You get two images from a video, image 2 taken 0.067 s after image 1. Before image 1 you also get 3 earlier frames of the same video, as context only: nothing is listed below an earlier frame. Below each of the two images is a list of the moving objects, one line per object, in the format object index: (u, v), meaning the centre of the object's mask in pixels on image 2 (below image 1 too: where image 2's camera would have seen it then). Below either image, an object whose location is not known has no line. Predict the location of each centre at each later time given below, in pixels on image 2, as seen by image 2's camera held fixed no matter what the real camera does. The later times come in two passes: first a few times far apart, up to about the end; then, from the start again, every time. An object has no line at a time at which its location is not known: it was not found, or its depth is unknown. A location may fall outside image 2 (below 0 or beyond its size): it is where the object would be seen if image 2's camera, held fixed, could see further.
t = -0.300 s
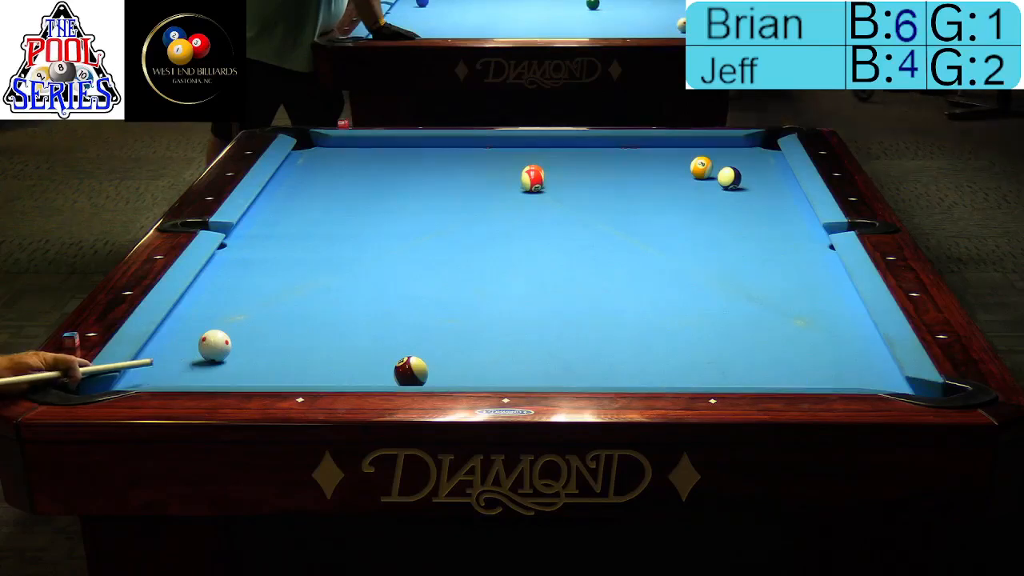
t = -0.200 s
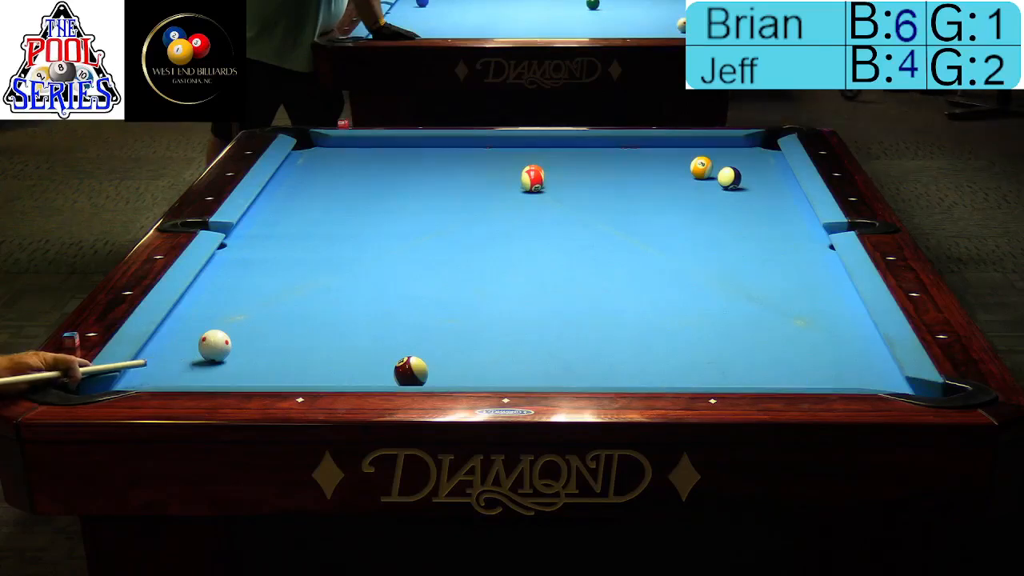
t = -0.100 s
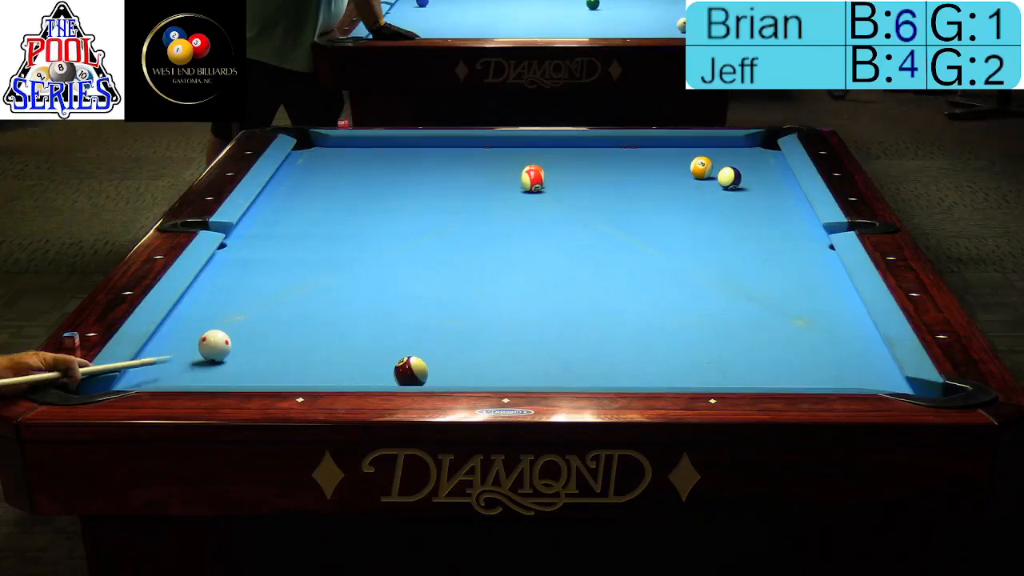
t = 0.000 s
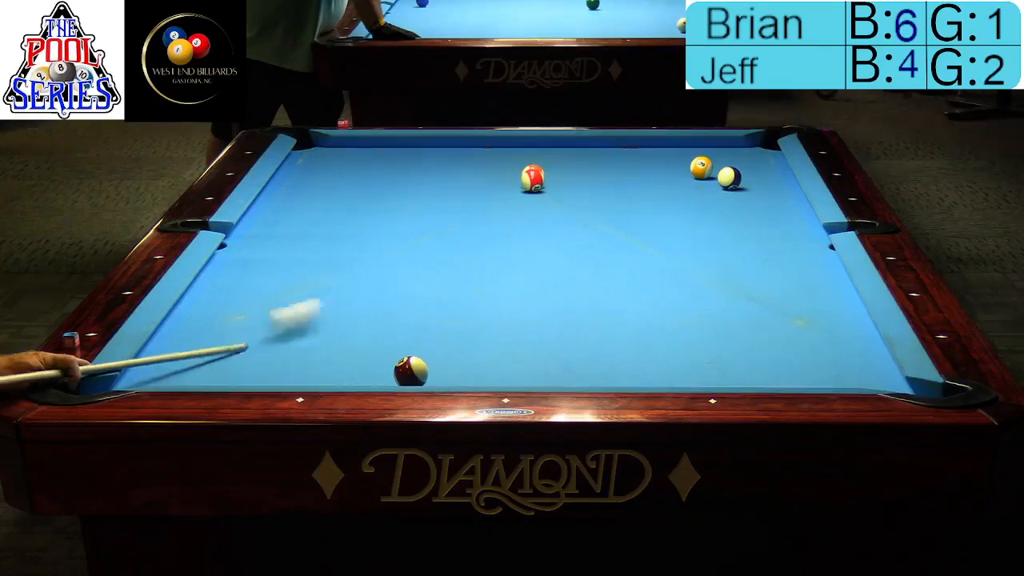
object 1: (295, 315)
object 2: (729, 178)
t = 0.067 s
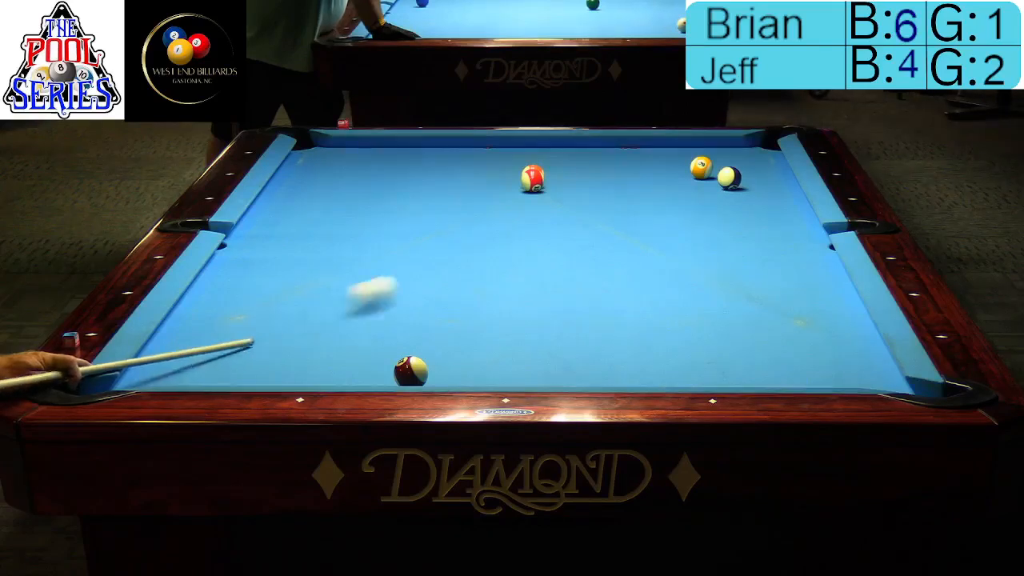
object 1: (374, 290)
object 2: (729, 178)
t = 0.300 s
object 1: (571, 228)
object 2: (729, 178)
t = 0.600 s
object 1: (717, 181)
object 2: (734, 175)
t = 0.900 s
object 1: (735, 175)
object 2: (751, 156)
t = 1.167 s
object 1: (755, 168)
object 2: (708, 145)
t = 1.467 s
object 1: (775, 161)
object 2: (661, 144)
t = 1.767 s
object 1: (761, 157)
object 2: (614, 152)
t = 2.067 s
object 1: (748, 154)
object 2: (568, 159)
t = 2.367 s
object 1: (737, 151)
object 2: (520, 165)
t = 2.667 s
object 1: (729, 149)
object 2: (476, 174)
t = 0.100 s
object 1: (408, 279)
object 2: (729, 178)
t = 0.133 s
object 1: (440, 268)
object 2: (729, 178)
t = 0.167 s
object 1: (470, 259)
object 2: (729, 178)
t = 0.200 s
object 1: (498, 250)
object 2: (729, 178)
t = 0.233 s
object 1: (524, 242)
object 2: (729, 178)
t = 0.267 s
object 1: (548, 235)
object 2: (729, 178)
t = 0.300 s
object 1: (571, 228)
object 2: (729, 178)
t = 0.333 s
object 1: (592, 221)
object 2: (729, 178)
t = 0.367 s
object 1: (612, 215)
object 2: (729, 178)
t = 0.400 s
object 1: (630, 208)
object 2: (729, 178)
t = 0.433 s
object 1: (648, 203)
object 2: (729, 178)
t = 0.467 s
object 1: (664, 197)
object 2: (729, 178)
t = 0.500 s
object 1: (679, 193)
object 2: (729, 178)
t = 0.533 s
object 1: (694, 189)
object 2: (729, 178)
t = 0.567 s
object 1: (706, 185)
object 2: (730, 178)
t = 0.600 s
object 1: (717, 181)
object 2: (734, 175)
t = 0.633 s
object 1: (718, 181)
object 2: (740, 173)
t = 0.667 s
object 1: (719, 181)
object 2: (751, 169)
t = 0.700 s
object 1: (720, 181)
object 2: (761, 166)
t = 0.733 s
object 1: (722, 179)
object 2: (771, 164)
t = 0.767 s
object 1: (725, 178)
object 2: (774, 162)
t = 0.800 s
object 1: (728, 178)
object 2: (767, 162)
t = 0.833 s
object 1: (730, 177)
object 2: (762, 159)
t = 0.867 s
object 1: (733, 176)
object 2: (757, 157)
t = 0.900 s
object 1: (735, 175)
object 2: (751, 156)
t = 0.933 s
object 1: (738, 174)
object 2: (744, 154)
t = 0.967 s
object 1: (740, 172)
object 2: (739, 153)
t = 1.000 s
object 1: (743, 172)
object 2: (734, 151)
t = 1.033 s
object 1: (746, 172)
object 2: (729, 151)
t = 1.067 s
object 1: (748, 171)
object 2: (723, 149)
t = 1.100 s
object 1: (751, 170)
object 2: (718, 148)
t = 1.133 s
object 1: (753, 169)
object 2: (713, 146)
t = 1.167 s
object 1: (755, 168)
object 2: (708, 145)
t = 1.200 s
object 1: (757, 167)
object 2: (702, 144)
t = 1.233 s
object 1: (760, 167)
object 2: (698, 143)
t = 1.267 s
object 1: (762, 166)
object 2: (690, 143)
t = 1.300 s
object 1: (765, 165)
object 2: (689, 140)
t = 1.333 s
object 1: (767, 164)
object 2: (683, 140)
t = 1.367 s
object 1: (769, 163)
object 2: (676, 142)
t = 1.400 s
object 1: (771, 163)
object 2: (670, 143)
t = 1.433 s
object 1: (773, 162)
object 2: (667, 143)
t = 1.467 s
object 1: (775, 161)
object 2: (661, 144)
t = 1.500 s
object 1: (773, 161)
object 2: (655, 145)
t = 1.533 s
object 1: (772, 160)
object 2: (651, 146)
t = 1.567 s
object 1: (770, 160)
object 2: (646, 146)
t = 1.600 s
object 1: (769, 159)
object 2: (639, 147)
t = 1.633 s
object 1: (767, 159)
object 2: (635, 148)
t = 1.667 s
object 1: (765, 159)
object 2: (629, 149)
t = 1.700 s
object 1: (764, 158)
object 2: (625, 150)
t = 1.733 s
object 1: (763, 158)
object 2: (619, 151)
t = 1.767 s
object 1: (761, 157)
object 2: (614, 152)
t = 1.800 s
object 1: (759, 157)
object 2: (610, 153)
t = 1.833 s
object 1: (758, 157)
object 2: (604, 153)
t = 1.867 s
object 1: (757, 156)
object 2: (598, 155)
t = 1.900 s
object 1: (755, 156)
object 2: (592, 156)
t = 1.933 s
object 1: (753, 156)
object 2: (588, 156)
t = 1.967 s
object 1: (752, 155)
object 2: (583, 156)
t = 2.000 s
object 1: (751, 155)
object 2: (577, 158)
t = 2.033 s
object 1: (749, 155)
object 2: (572, 159)
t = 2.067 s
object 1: (748, 154)
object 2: (568, 159)
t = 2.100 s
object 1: (747, 154)
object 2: (563, 160)
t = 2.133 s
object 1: (746, 154)
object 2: (557, 160)
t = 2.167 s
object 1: (744, 153)
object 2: (551, 162)
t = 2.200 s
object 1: (743, 153)
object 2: (547, 162)
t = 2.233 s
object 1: (742, 152)
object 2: (544, 161)
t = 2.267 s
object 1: (741, 152)
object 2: (538, 160)
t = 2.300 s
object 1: (740, 152)
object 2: (530, 160)
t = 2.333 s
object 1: (739, 152)
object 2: (524, 163)
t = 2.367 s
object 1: (737, 151)
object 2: (520, 165)
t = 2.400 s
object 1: (737, 151)
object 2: (515, 166)
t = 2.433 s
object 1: (735, 151)
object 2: (511, 168)
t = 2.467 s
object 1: (734, 150)
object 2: (506, 169)
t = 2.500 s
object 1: (733, 150)
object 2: (501, 170)
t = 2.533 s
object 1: (732, 150)
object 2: (495, 171)
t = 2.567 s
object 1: (731, 150)
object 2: (491, 171)
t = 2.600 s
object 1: (730, 149)
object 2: (486, 172)
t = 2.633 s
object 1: (729, 149)
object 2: (480, 173)
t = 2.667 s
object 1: (729, 149)
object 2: (476, 174)
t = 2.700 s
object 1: (728, 149)
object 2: (471, 175)
